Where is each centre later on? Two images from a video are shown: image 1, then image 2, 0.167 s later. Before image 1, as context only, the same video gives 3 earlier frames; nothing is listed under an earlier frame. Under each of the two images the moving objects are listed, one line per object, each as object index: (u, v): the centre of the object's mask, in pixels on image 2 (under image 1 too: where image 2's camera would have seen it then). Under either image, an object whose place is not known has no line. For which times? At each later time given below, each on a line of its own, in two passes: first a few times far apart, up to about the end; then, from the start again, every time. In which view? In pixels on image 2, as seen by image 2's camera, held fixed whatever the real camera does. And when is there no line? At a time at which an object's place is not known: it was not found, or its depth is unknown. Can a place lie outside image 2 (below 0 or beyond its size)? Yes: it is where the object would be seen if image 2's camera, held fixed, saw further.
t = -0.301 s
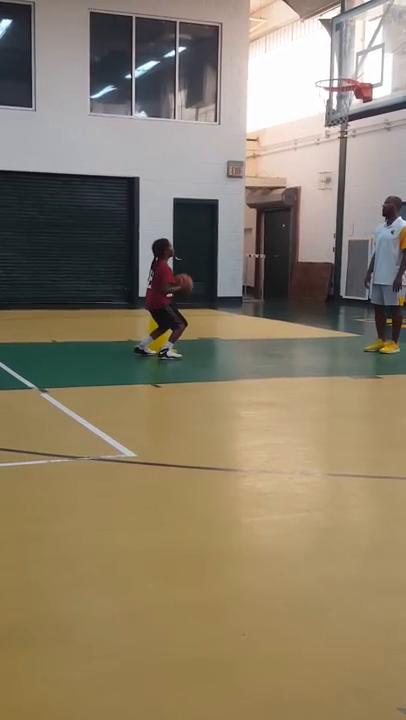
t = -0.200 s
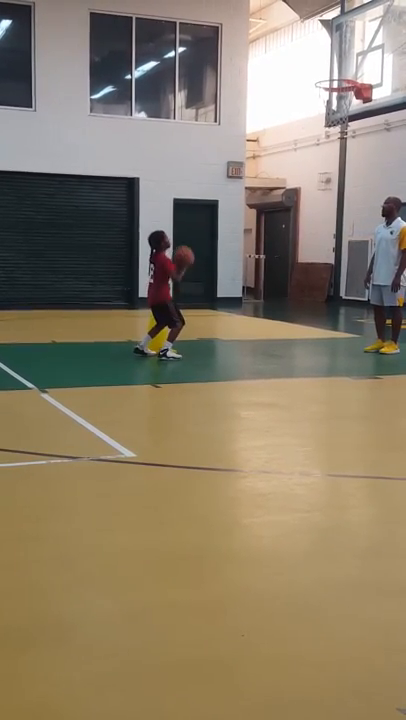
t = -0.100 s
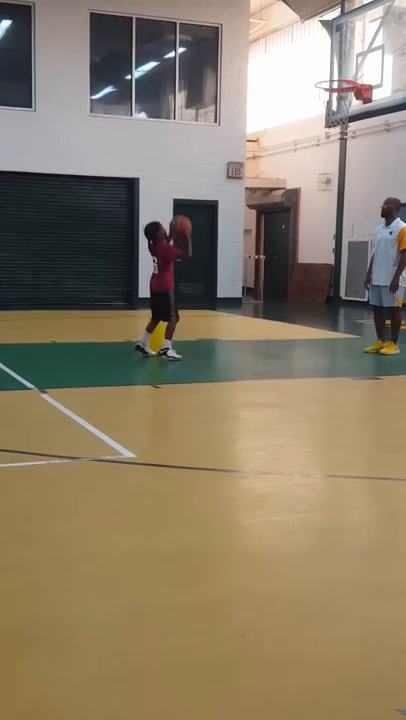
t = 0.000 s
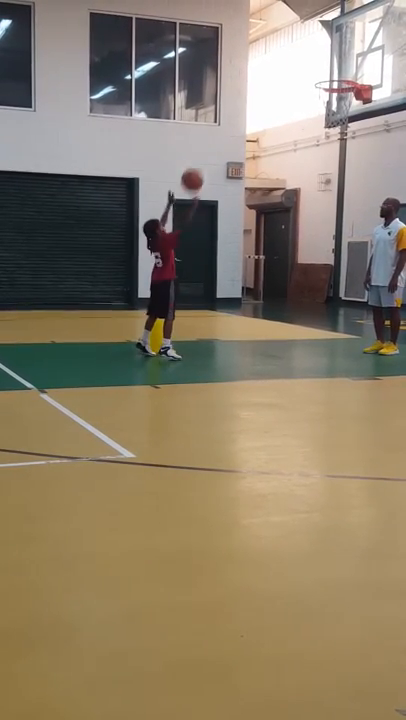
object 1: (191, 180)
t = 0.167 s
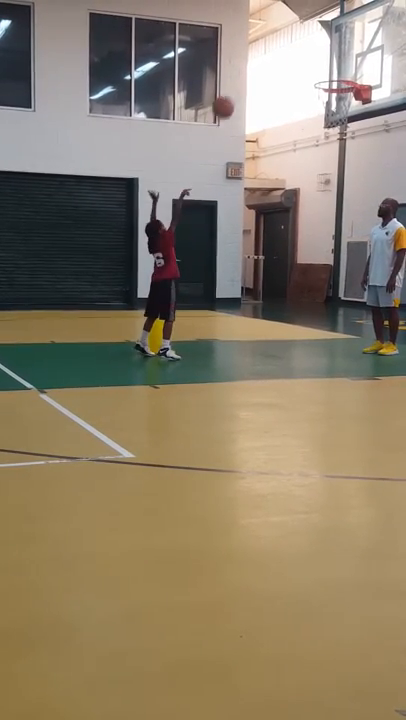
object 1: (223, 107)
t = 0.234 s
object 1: (235, 85)
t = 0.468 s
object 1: (277, 42)
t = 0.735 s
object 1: (320, 56)
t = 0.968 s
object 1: (344, 107)
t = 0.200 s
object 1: (229, 95)
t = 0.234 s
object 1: (235, 85)
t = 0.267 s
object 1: (241, 76)
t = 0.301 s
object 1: (247, 67)
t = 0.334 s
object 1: (253, 60)
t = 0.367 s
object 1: (259, 54)
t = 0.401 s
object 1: (265, 49)
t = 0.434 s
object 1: (271, 45)
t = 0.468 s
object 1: (277, 42)
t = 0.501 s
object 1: (282, 40)
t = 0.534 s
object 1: (288, 40)
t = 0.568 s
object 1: (294, 40)
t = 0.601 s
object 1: (299, 41)
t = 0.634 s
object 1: (304, 43)
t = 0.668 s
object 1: (310, 47)
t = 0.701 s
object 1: (315, 51)
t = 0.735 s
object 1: (320, 56)
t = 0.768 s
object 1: (325, 62)
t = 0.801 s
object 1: (329, 70)
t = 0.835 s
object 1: (335, 78)
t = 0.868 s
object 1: (339, 87)
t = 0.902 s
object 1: (341, 93)
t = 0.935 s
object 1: (344, 99)
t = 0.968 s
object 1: (344, 107)
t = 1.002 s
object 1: (345, 112)
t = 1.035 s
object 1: (345, 116)
